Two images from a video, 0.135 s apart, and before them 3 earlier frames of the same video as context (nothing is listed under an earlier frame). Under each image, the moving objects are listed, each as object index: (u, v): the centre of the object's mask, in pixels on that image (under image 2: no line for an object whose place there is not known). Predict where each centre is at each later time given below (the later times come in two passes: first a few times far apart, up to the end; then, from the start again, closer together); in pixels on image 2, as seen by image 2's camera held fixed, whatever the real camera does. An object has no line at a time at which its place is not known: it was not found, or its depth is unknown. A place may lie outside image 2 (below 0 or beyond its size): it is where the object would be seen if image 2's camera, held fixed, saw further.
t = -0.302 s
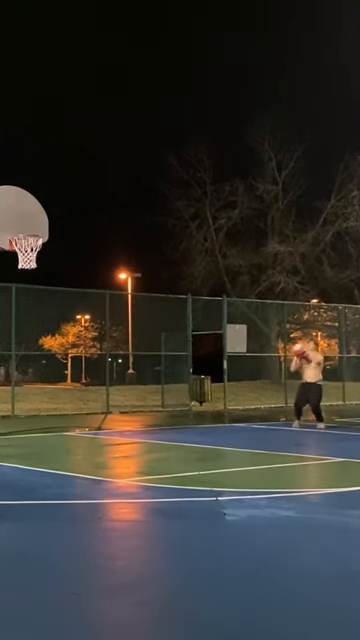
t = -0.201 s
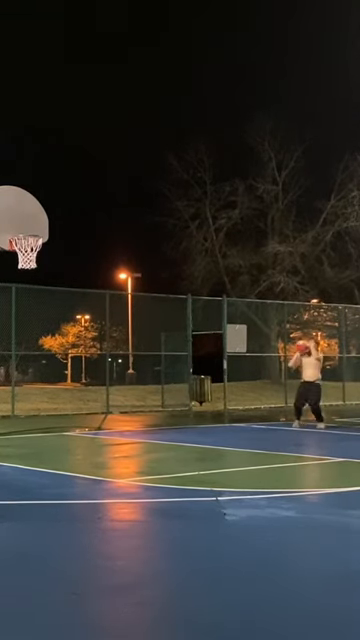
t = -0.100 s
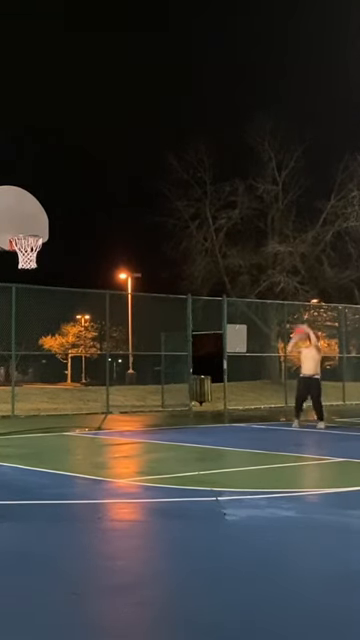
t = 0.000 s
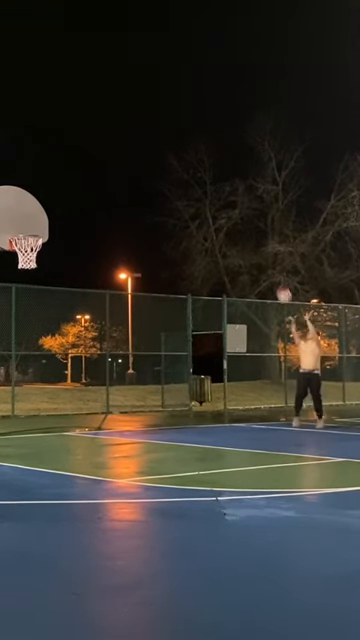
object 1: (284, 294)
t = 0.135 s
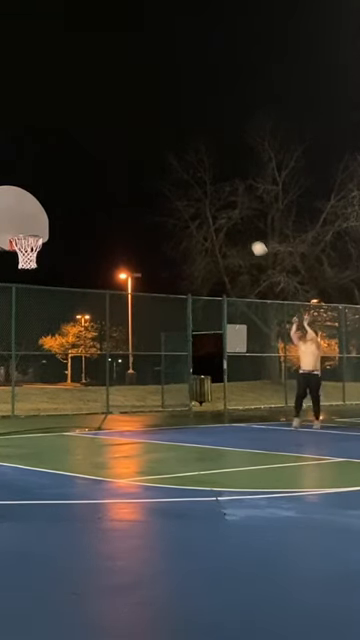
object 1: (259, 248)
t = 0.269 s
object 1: (234, 212)
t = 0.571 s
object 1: (174, 162)
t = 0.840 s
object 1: (118, 158)
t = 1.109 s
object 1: (60, 199)
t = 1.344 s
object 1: (8, 245)
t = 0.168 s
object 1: (252, 238)
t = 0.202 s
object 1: (246, 229)
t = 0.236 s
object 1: (240, 220)
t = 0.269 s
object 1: (234, 212)
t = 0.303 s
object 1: (227, 205)
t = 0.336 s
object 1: (221, 197)
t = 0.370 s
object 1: (214, 191)
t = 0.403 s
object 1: (208, 184)
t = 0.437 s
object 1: (201, 179)
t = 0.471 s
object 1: (194, 173)
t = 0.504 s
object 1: (188, 168)
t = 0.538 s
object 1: (181, 164)
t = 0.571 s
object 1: (174, 162)
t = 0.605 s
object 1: (168, 160)
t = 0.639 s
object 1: (161, 157)
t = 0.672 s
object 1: (154, 156)
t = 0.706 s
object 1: (147, 155)
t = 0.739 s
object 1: (140, 155)
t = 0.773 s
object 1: (133, 156)
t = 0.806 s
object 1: (126, 157)
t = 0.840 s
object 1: (118, 158)
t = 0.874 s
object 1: (111, 161)
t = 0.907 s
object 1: (104, 164)
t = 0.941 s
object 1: (97, 168)
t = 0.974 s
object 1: (90, 173)
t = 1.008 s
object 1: (82, 178)
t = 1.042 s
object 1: (75, 185)
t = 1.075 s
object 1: (68, 192)
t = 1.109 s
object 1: (60, 199)
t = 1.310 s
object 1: (11, 247)
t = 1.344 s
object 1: (8, 245)
